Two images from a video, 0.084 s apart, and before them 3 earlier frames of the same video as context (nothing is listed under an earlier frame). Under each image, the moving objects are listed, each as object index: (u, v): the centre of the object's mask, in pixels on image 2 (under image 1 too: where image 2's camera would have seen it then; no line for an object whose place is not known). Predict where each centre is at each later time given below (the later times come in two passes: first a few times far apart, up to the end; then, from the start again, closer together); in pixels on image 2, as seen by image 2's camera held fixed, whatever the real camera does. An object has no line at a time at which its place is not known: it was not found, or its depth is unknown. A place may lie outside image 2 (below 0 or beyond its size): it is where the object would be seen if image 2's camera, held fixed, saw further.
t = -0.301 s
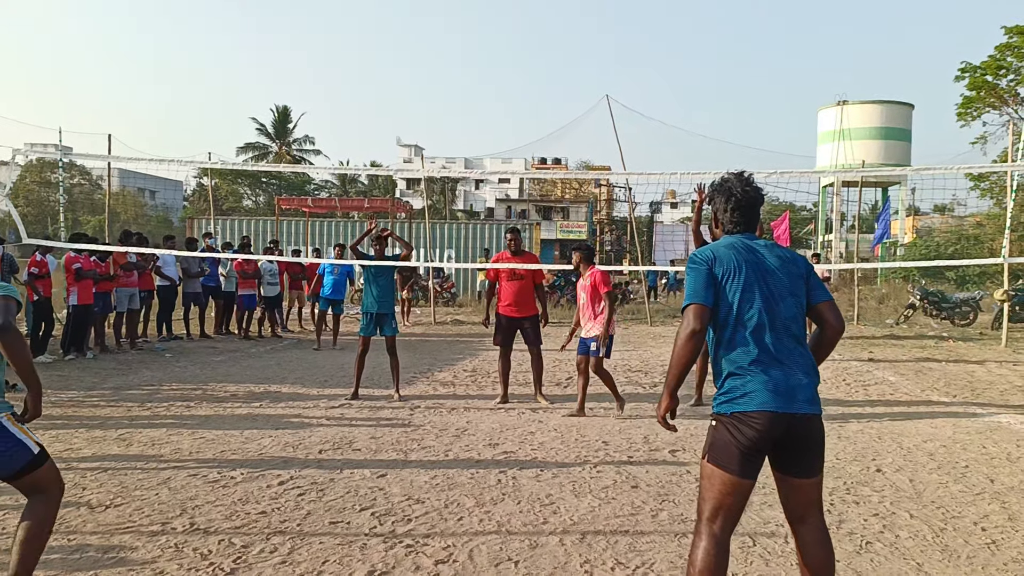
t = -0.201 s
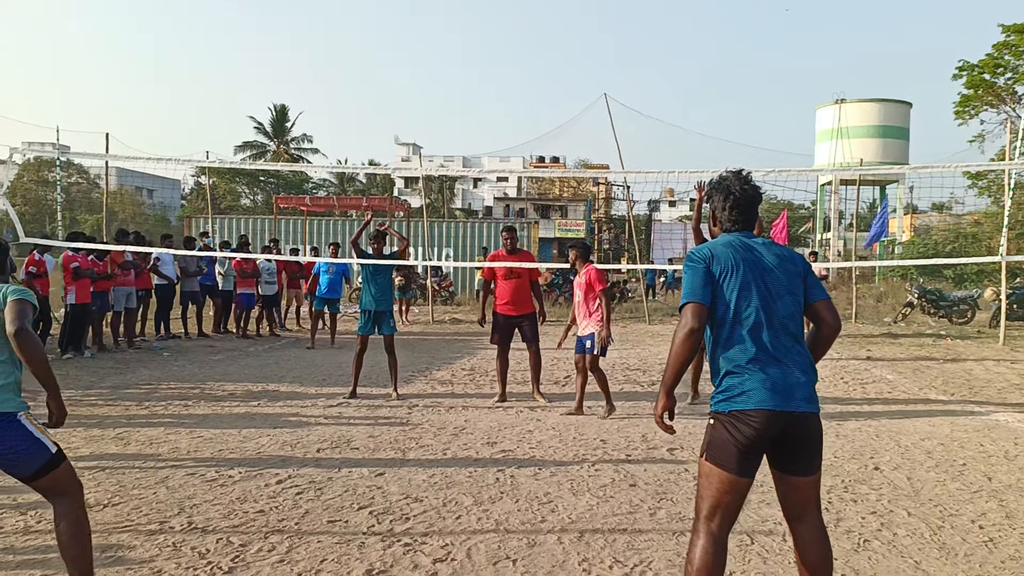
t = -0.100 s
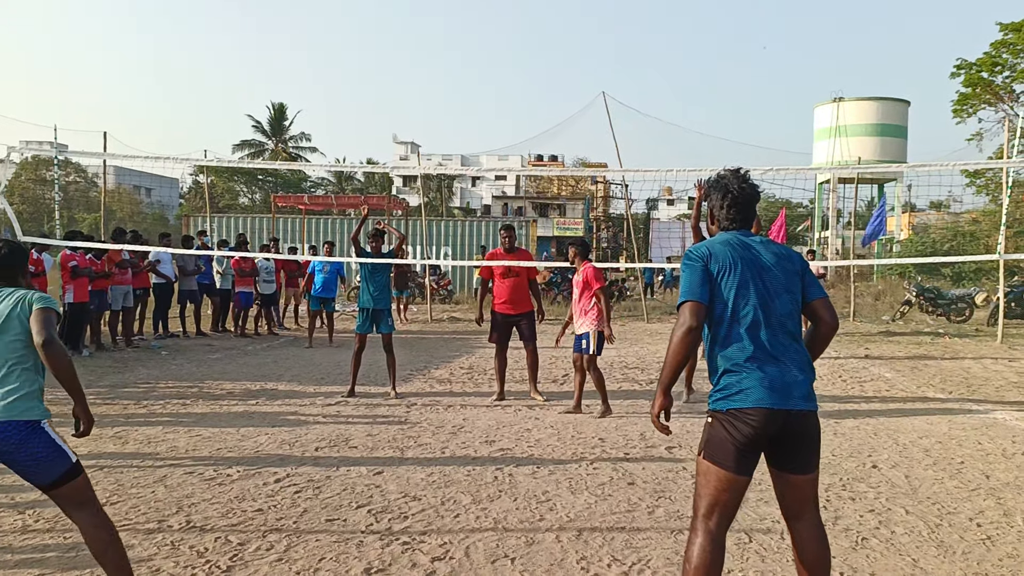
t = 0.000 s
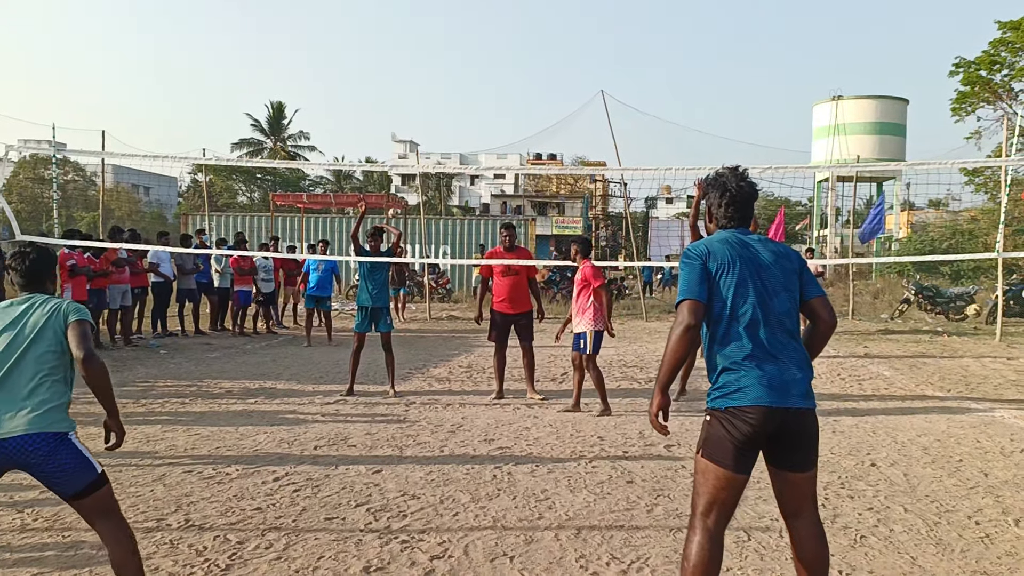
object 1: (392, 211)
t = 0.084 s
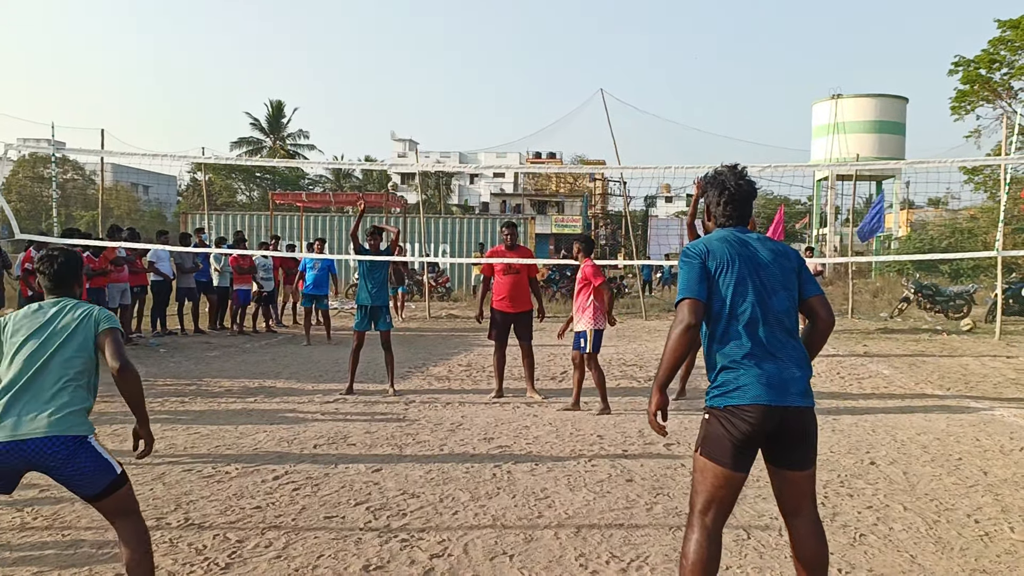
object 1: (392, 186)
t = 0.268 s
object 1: (392, 139)
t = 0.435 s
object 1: (390, 110)
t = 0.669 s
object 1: (385, 91)
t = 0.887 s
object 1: (380, 99)
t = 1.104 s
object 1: (373, 130)
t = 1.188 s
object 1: (370, 146)
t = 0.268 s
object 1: (392, 139)
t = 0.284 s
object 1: (392, 136)
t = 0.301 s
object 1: (392, 133)
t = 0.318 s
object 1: (391, 130)
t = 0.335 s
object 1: (391, 126)
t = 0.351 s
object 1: (391, 124)
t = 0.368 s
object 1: (391, 121)
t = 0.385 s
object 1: (391, 118)
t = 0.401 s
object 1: (391, 115)
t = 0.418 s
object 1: (390, 113)
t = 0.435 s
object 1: (390, 110)
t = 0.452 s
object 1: (389, 108)
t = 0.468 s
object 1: (388, 106)
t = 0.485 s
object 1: (388, 105)
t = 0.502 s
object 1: (388, 103)
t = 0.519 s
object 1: (389, 102)
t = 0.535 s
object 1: (388, 99)
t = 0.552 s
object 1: (387, 97)
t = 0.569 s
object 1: (387, 97)
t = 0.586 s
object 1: (387, 96)
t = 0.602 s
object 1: (387, 95)
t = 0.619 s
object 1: (386, 94)
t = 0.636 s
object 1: (386, 94)
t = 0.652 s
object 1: (386, 93)
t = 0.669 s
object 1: (385, 91)
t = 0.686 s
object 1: (385, 93)
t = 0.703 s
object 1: (385, 93)
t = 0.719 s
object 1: (384, 93)
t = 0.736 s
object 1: (384, 93)
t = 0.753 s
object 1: (383, 92)
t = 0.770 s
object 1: (383, 93)
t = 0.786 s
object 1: (383, 94)
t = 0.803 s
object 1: (382, 94)
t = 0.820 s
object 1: (382, 95)
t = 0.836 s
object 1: (381, 96)
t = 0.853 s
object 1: (381, 97)
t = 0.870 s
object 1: (380, 98)
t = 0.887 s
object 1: (380, 99)
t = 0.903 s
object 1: (379, 101)
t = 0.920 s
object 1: (379, 103)
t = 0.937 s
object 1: (378, 104)
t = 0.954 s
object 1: (378, 106)
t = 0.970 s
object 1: (377, 108)
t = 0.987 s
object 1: (376, 111)
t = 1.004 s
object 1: (376, 113)
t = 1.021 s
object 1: (376, 116)
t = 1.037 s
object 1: (375, 118)
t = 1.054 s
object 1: (374, 121)
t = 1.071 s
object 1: (373, 123)
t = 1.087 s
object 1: (373, 127)
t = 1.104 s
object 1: (373, 130)
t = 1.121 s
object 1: (372, 133)
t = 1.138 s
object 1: (371, 137)
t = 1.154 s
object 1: (371, 140)
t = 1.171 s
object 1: (370, 143)
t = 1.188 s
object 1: (370, 146)
